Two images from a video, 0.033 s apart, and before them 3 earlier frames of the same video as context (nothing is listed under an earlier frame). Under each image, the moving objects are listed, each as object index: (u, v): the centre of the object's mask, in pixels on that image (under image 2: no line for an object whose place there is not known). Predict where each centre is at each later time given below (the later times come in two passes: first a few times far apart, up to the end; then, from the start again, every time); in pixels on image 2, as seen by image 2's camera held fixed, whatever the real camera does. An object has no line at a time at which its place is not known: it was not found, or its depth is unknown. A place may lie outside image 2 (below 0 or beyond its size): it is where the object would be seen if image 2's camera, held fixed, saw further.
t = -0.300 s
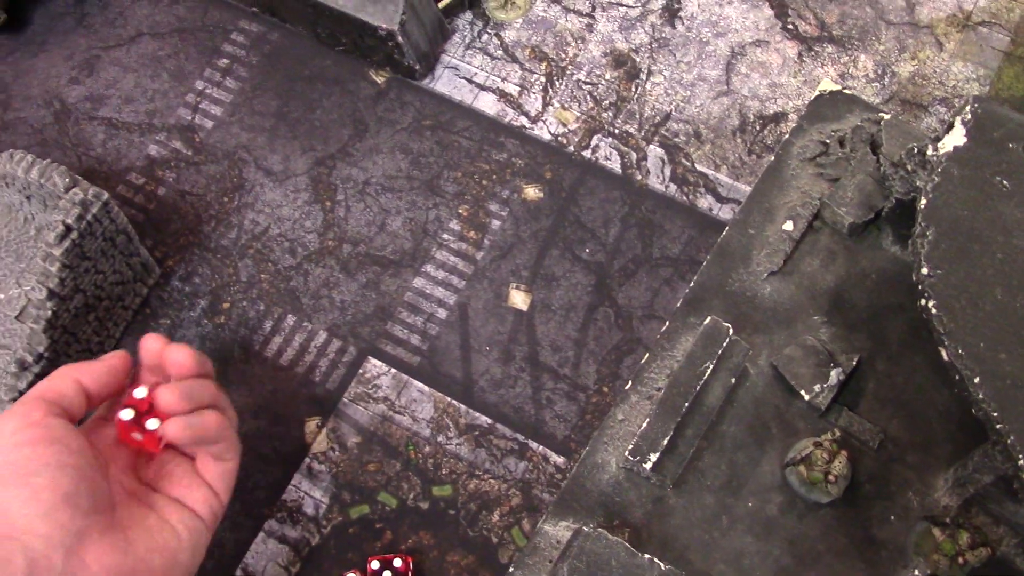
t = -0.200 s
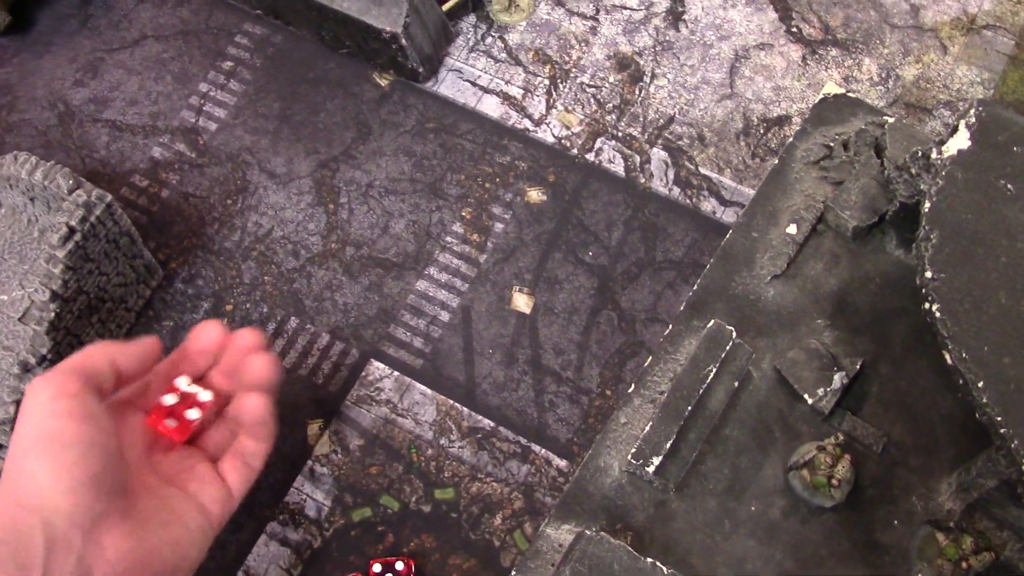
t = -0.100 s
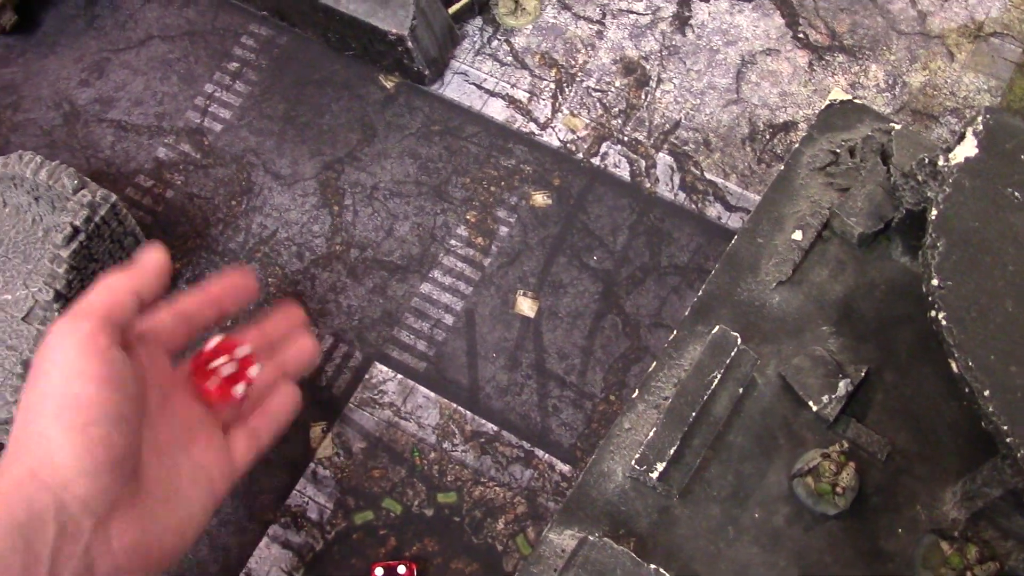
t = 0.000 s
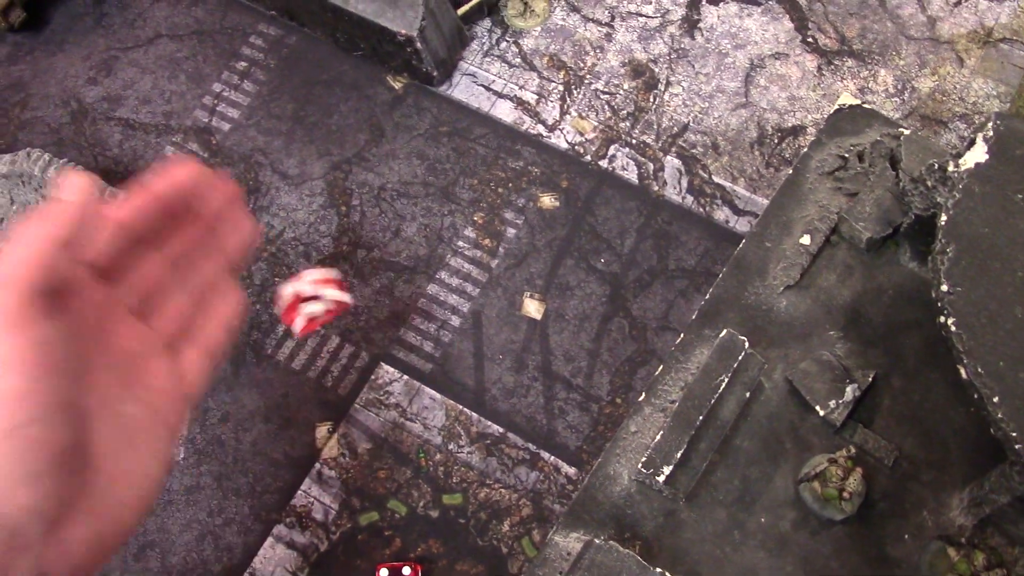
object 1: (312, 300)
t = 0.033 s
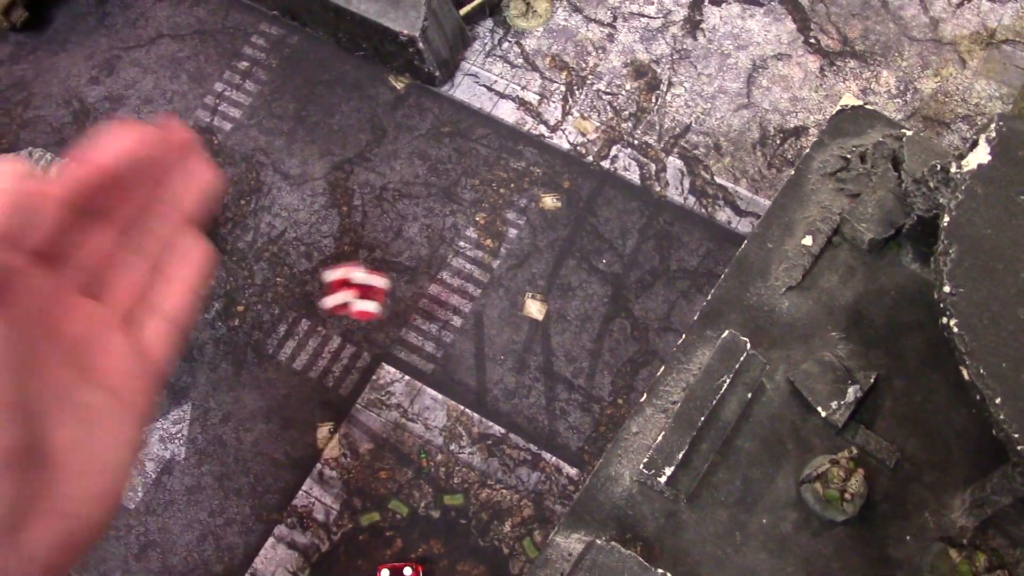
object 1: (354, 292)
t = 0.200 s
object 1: (516, 233)
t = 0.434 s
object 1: (573, 243)
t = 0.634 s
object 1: (573, 248)
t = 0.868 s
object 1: (573, 249)
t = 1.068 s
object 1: (572, 250)
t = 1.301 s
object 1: (571, 250)
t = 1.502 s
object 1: (571, 250)
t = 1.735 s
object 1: (572, 249)
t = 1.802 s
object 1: (572, 248)
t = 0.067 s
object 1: (391, 292)
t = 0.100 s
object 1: (435, 301)
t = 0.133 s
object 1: (461, 276)
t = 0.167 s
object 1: (487, 250)
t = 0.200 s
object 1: (516, 233)
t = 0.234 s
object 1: (546, 223)
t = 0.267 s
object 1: (560, 217)
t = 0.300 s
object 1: (567, 216)
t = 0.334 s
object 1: (576, 224)
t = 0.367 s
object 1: (577, 230)
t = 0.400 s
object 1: (574, 238)
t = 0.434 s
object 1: (573, 243)
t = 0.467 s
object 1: (573, 247)
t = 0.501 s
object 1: (573, 248)
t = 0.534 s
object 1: (573, 248)
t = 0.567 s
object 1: (573, 248)
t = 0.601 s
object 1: (573, 248)
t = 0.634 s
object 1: (573, 248)
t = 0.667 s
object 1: (573, 248)
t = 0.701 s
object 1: (573, 248)
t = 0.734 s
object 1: (573, 249)
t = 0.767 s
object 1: (573, 249)
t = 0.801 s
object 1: (573, 249)
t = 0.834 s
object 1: (573, 249)
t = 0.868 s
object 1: (573, 249)
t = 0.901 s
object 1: (572, 250)
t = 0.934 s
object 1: (572, 250)
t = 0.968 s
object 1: (572, 250)
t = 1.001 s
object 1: (572, 250)
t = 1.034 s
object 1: (572, 250)
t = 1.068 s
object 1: (572, 250)
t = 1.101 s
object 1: (572, 250)
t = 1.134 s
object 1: (571, 250)
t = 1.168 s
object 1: (571, 250)
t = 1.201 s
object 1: (571, 250)
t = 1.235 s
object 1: (571, 250)
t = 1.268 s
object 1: (571, 250)
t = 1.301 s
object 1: (571, 250)
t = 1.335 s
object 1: (571, 250)
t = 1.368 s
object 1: (571, 250)
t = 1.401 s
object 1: (571, 250)
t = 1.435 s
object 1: (571, 250)
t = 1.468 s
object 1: (571, 250)
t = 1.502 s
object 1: (571, 250)
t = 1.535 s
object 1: (572, 250)
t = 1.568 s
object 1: (572, 250)
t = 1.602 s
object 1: (572, 250)
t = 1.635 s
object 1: (572, 249)
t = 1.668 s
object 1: (572, 249)
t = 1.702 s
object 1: (572, 249)
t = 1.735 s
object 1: (572, 249)
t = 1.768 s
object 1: (572, 248)
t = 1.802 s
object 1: (572, 248)
